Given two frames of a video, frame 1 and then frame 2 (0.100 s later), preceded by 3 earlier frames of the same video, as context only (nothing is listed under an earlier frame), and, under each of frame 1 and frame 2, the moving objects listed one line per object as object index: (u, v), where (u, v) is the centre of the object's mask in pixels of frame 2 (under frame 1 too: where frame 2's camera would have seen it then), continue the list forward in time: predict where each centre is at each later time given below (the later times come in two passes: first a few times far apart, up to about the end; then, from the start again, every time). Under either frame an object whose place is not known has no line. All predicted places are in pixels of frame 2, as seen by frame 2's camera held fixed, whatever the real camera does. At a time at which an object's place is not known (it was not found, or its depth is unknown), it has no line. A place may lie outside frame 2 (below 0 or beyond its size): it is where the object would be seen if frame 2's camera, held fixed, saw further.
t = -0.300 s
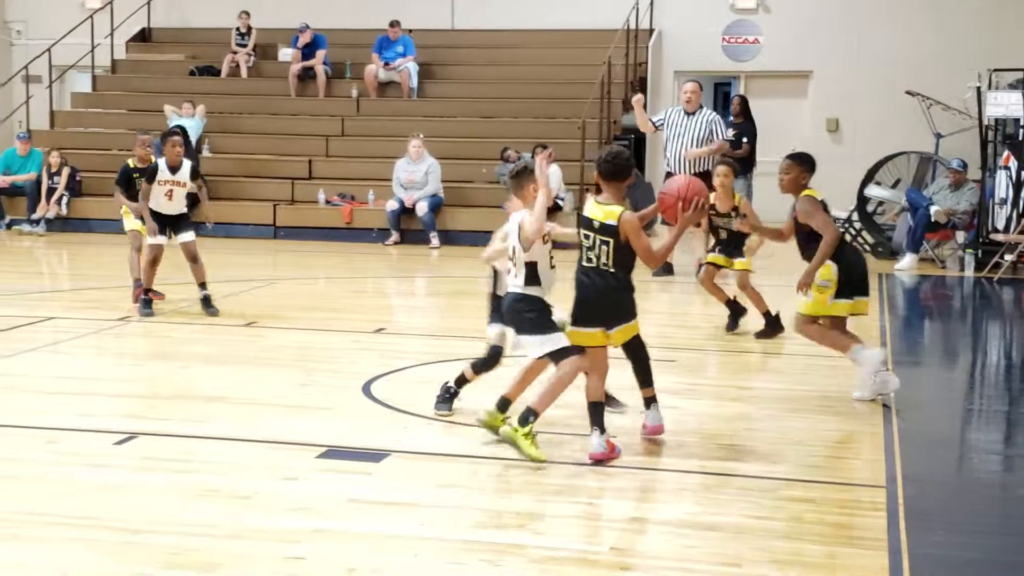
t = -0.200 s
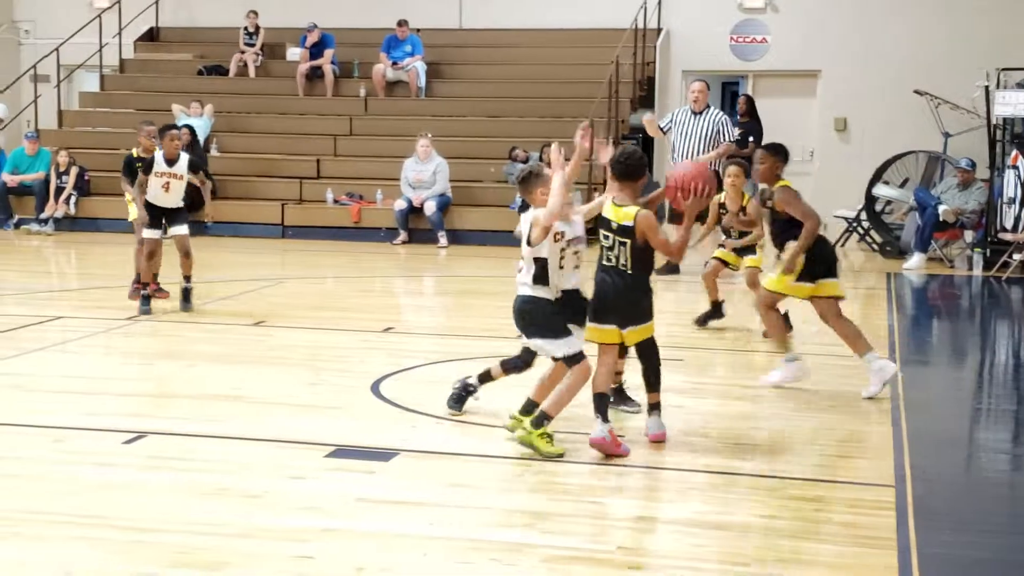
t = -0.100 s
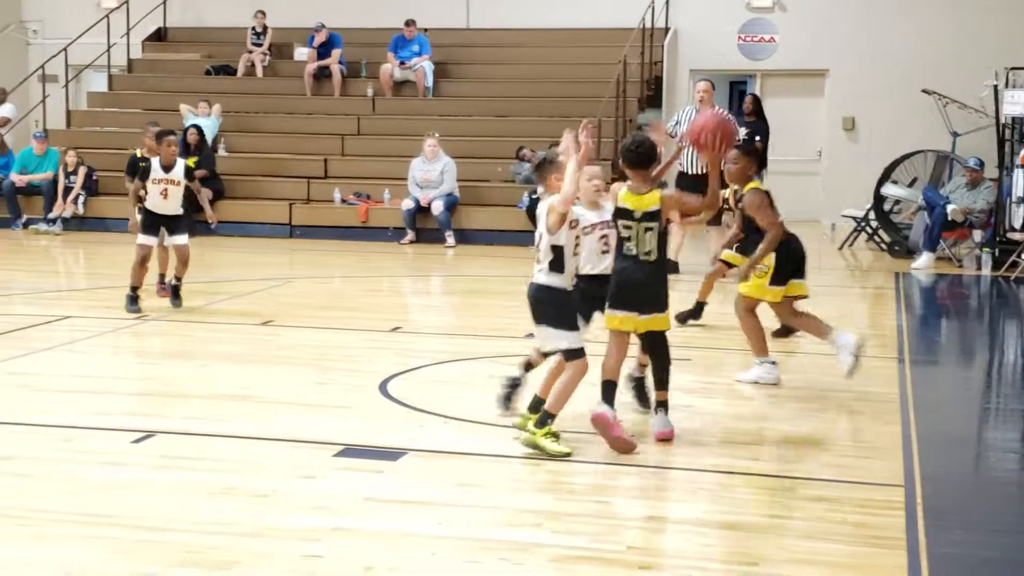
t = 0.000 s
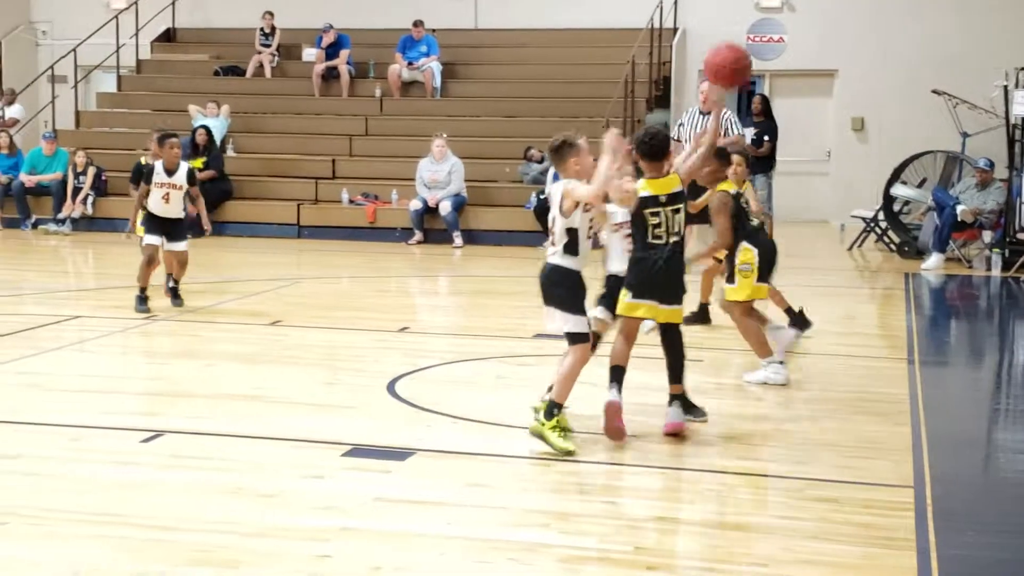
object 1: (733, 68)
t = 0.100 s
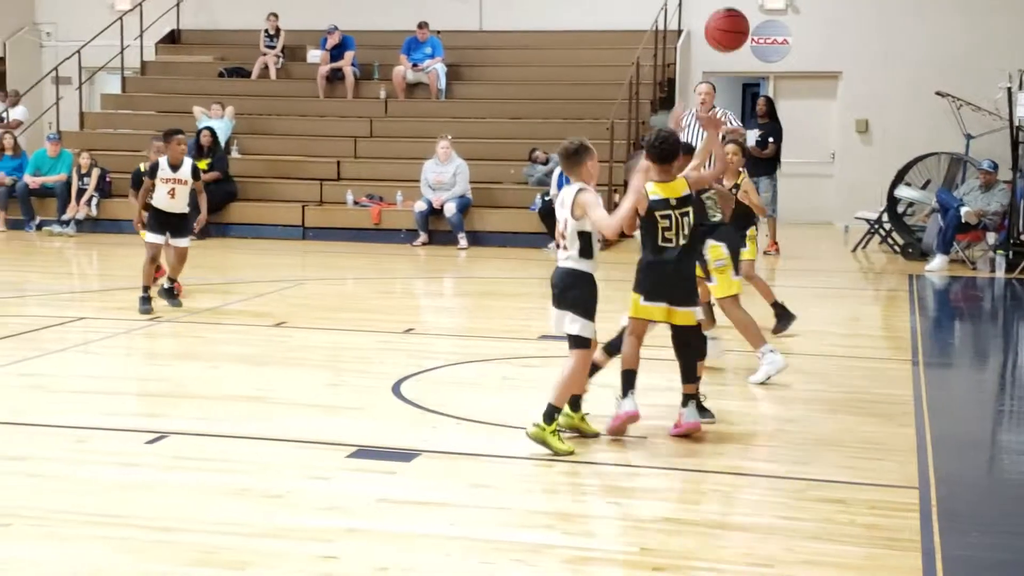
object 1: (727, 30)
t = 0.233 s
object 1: (719, 15)
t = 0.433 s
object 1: (709, 43)
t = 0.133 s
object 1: (725, 22)
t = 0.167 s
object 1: (723, 18)
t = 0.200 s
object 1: (721, 16)
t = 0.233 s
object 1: (719, 15)
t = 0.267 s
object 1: (717, 15)
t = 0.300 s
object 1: (715, 16)
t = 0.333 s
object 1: (714, 21)
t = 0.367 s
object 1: (712, 27)
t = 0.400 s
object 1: (710, 34)
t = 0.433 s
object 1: (709, 43)
